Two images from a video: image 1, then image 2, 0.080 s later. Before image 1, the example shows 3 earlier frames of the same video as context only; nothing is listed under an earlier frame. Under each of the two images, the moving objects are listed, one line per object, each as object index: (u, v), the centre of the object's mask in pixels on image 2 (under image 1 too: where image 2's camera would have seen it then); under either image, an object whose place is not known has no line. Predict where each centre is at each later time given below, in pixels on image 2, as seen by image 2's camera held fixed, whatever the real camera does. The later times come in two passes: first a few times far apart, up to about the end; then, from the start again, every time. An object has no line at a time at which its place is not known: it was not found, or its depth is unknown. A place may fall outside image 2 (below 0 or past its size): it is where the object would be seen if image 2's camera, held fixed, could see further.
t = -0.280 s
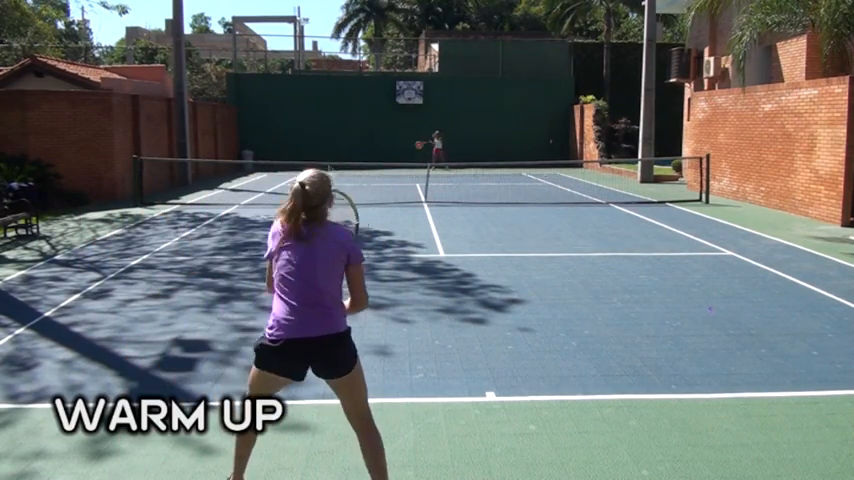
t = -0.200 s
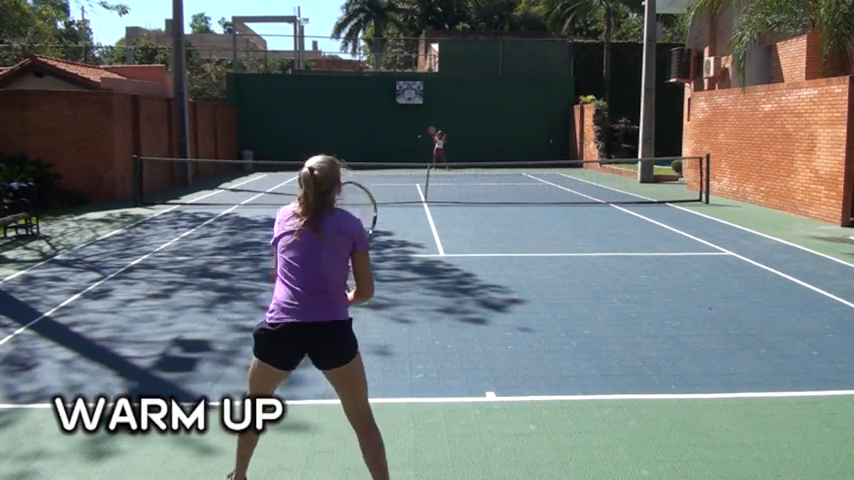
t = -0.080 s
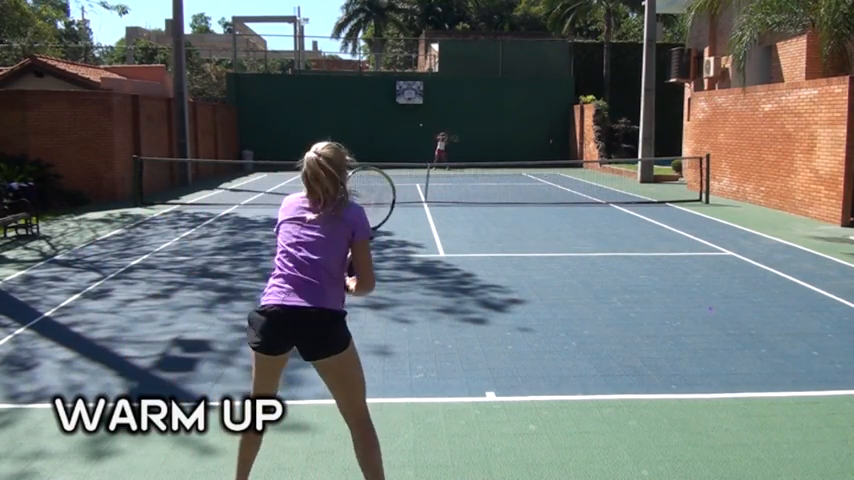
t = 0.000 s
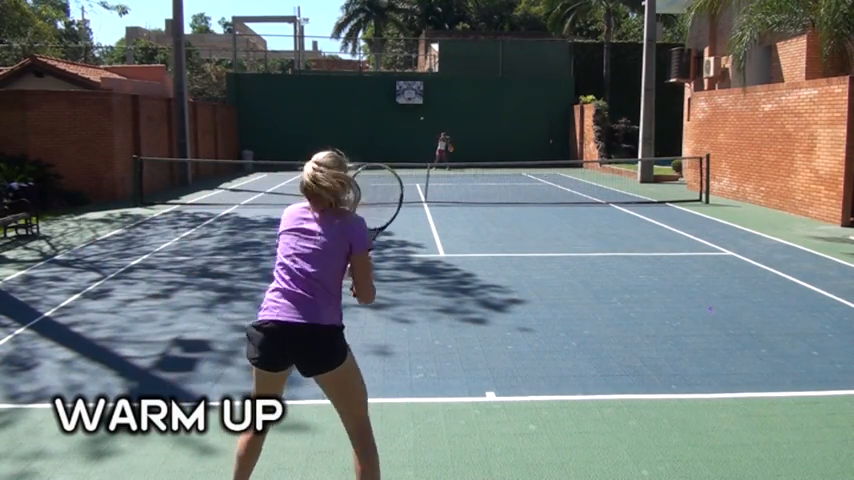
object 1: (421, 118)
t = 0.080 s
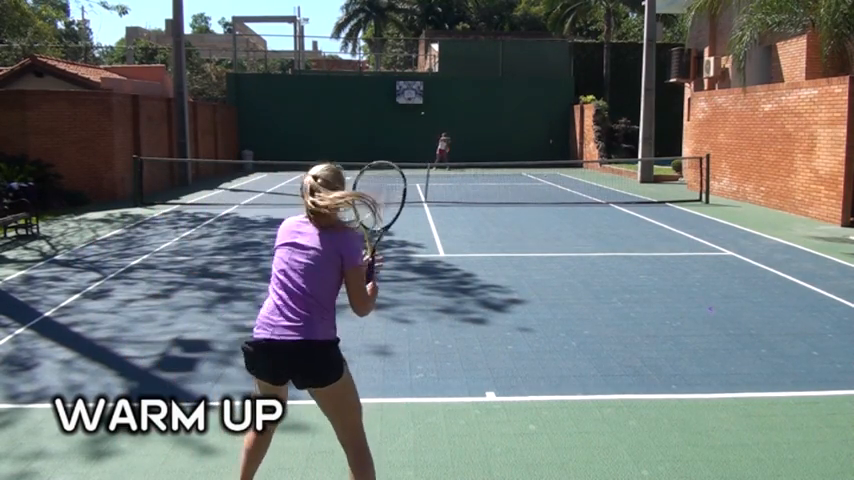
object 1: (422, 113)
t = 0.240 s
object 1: (423, 108)
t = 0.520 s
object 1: (421, 130)
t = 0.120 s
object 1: (422, 111)
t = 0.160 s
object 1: (423, 109)
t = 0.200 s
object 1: (423, 108)
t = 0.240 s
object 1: (423, 108)
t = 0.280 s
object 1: (423, 108)
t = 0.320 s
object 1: (423, 109)
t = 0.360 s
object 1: (422, 111)
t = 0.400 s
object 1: (422, 113)
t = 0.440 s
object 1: (422, 117)
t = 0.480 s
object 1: (421, 123)
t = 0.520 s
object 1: (421, 130)
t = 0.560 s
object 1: (420, 139)
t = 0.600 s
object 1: (419, 149)
